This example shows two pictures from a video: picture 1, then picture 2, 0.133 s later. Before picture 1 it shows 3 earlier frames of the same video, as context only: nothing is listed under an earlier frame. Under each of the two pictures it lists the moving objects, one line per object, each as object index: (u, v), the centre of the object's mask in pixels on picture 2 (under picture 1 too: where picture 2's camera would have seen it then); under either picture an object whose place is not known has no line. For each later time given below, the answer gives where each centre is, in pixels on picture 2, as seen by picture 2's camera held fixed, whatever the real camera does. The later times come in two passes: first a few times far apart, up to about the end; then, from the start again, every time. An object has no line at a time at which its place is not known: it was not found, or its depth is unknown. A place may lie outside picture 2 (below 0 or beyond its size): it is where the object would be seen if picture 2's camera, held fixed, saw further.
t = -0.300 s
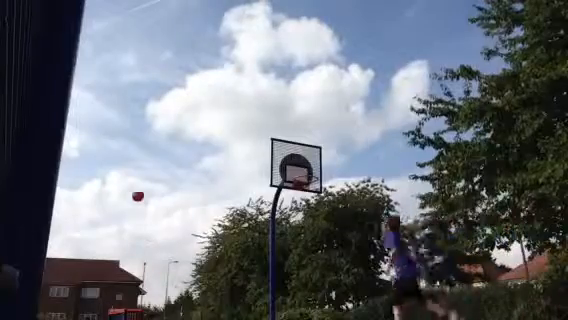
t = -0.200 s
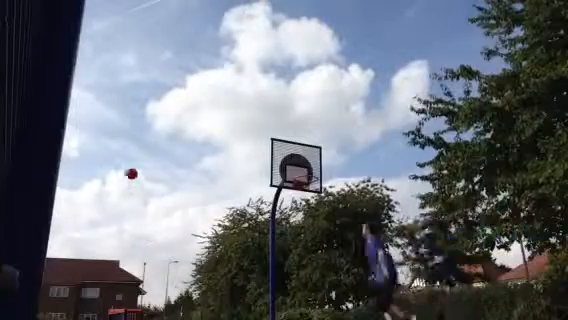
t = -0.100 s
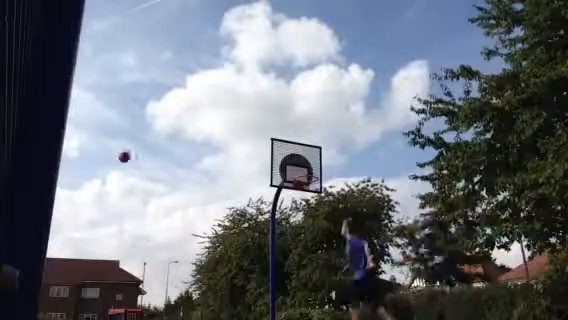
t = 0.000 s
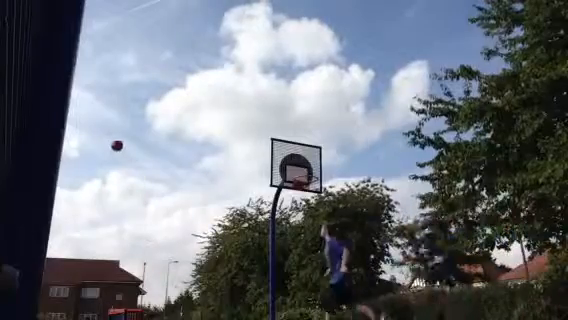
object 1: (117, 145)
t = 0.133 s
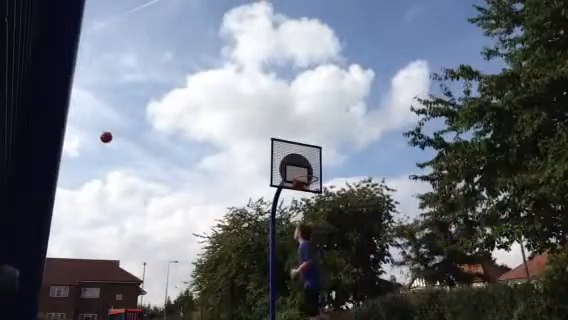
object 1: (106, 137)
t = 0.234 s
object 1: (97, 137)
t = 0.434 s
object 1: (76, 151)
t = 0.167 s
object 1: (103, 136)
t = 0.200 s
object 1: (100, 136)
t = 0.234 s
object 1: (97, 137)
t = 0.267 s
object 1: (94, 138)
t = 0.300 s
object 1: (90, 139)
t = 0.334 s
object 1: (87, 141)
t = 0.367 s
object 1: (84, 143)
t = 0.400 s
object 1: (80, 147)
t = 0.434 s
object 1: (76, 151)
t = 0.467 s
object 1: (72, 155)
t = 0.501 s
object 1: (69, 160)
